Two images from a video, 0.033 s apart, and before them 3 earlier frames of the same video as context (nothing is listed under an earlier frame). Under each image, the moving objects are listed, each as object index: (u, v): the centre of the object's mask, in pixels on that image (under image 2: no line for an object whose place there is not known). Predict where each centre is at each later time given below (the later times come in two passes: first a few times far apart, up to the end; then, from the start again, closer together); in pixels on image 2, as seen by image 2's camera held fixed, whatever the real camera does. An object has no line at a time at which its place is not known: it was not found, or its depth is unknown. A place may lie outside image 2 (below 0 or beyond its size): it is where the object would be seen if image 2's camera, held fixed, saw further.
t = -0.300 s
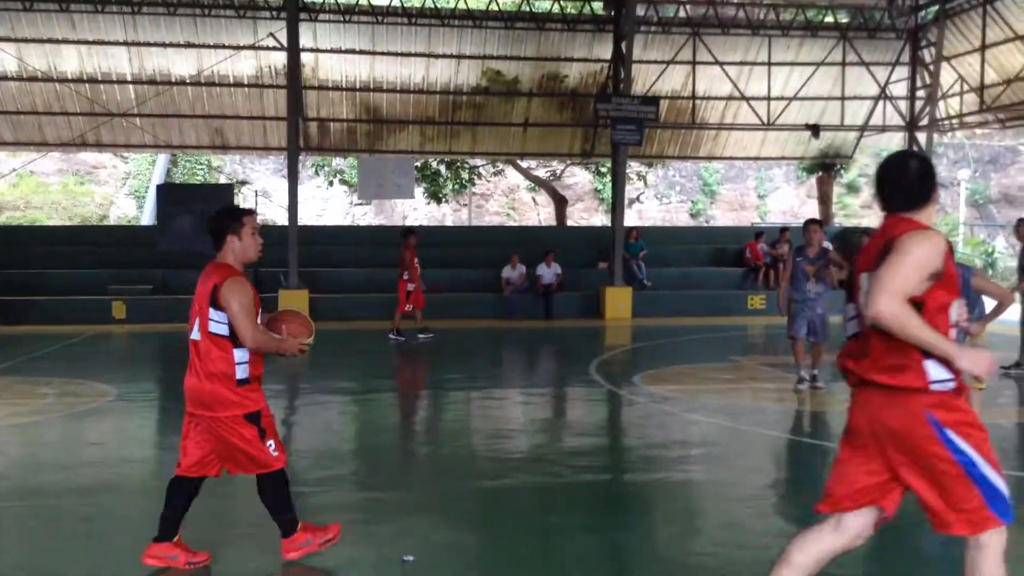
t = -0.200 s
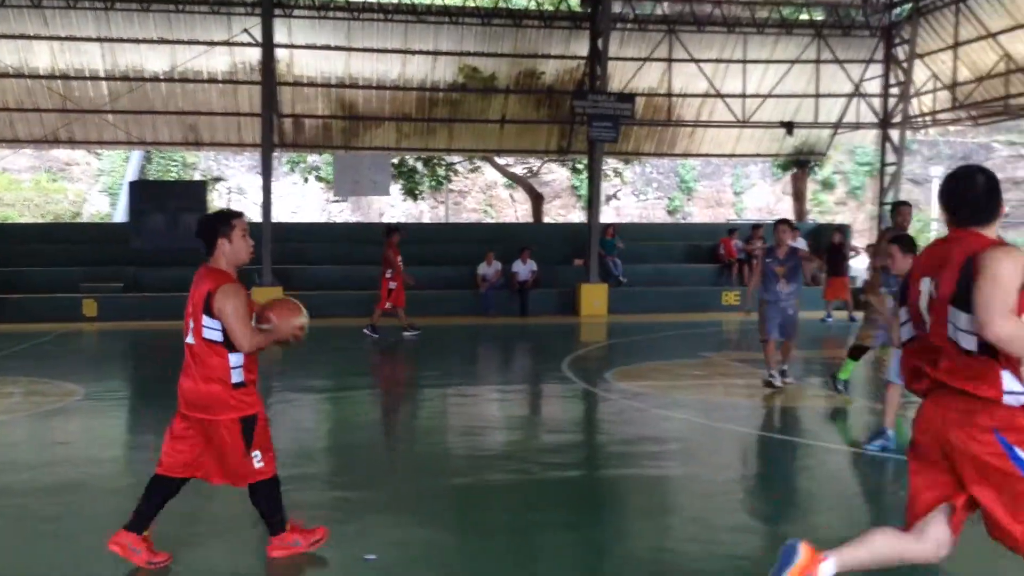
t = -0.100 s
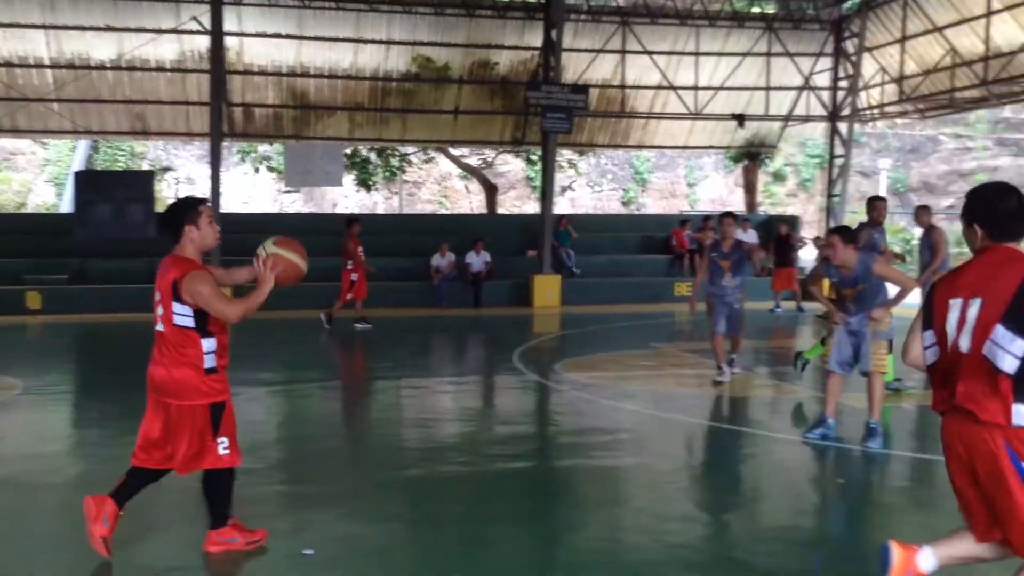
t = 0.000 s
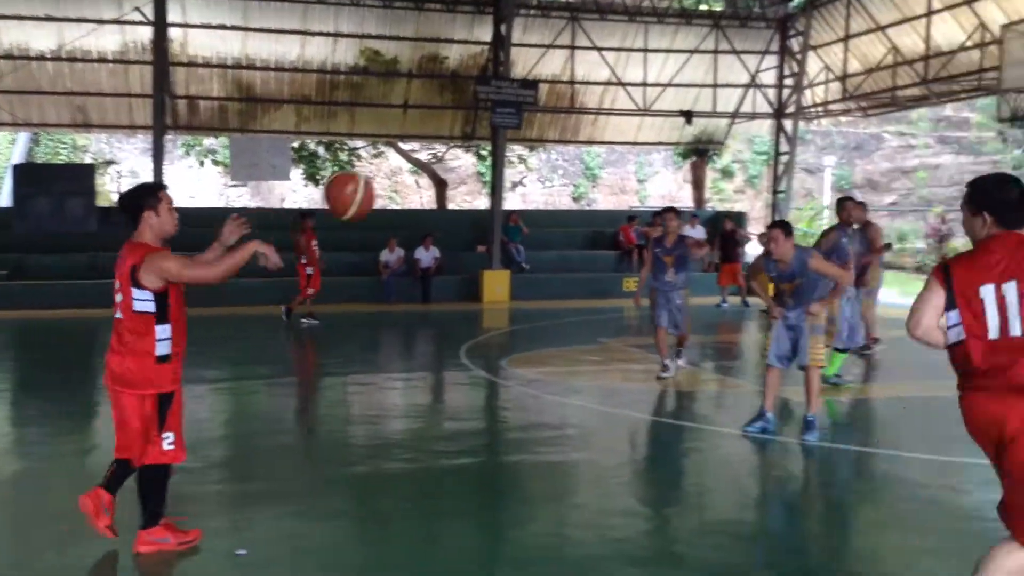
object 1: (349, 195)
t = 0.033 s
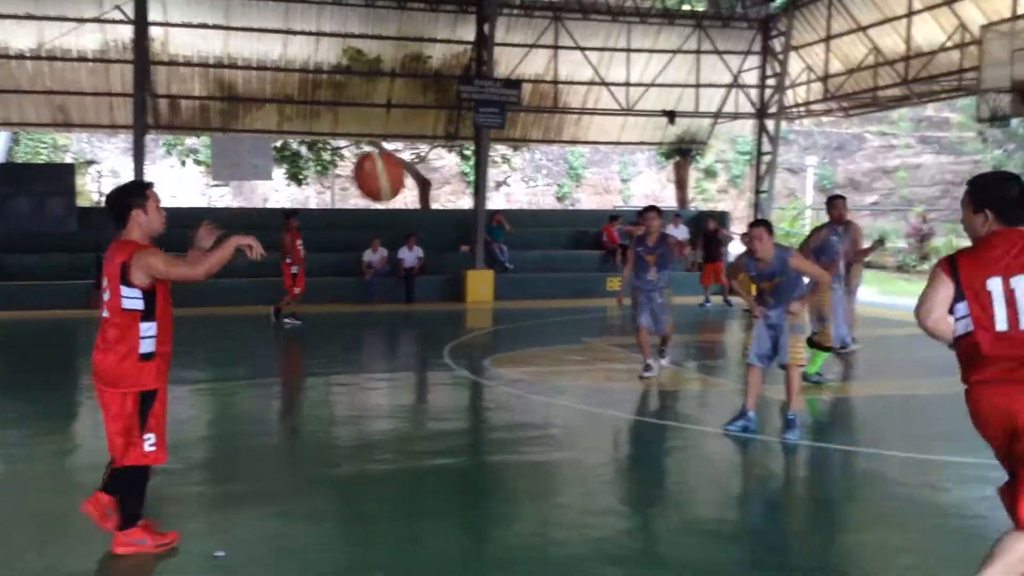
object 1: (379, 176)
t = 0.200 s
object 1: (616, 116)
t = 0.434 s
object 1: (959, 132)
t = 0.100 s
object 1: (473, 145)
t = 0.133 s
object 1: (519, 133)
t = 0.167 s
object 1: (566, 124)
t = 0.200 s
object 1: (616, 116)
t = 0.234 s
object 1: (663, 111)
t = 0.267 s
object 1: (712, 108)
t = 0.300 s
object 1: (760, 108)
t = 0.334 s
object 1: (811, 111)
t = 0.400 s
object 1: (909, 122)
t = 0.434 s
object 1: (959, 132)
